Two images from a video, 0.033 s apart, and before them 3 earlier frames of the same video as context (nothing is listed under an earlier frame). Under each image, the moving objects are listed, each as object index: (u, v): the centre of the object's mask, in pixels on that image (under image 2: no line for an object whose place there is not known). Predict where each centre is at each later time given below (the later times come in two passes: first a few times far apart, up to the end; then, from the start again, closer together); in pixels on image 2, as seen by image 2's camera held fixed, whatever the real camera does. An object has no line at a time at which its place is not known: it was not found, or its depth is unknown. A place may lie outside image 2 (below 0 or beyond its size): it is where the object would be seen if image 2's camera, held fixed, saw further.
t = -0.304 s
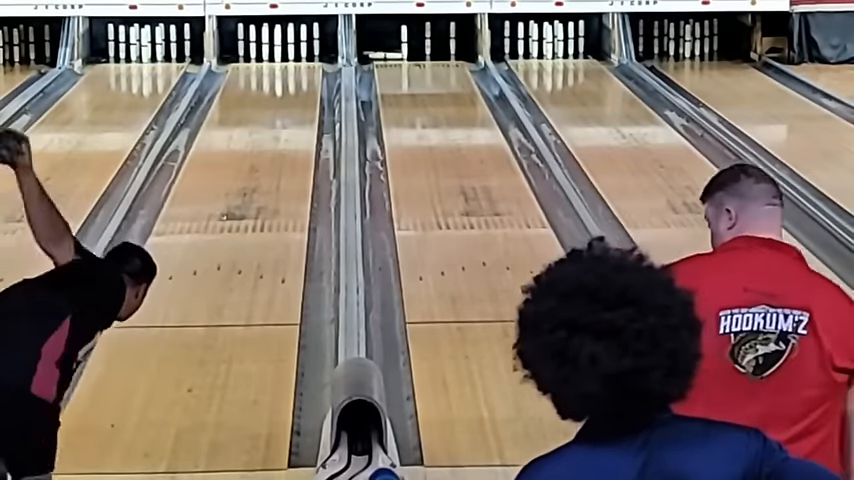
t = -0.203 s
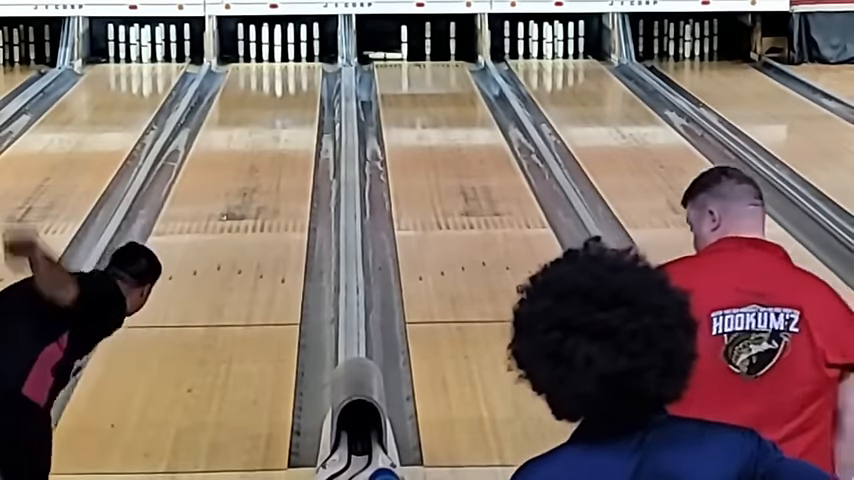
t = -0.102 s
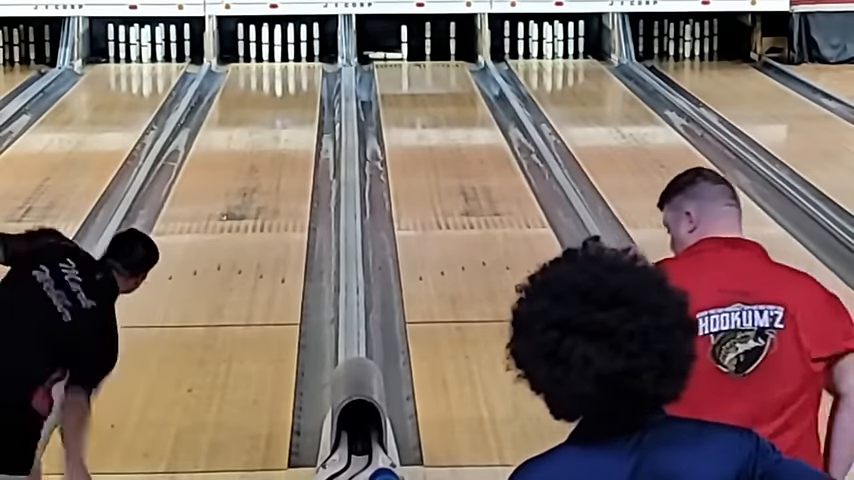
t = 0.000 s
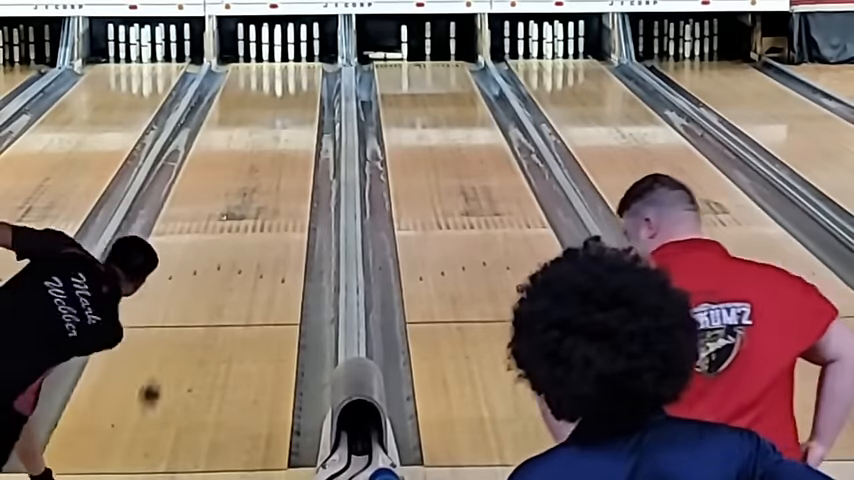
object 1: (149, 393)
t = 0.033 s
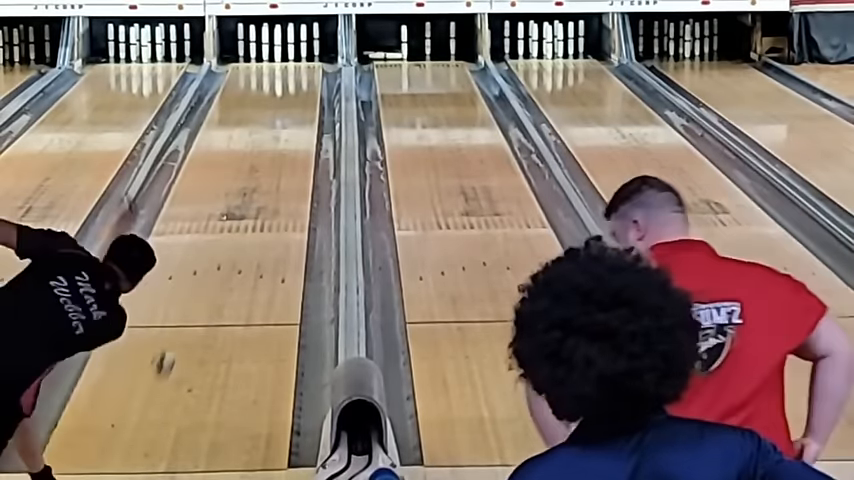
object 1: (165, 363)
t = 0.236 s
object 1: (213, 242)
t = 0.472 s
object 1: (247, 153)
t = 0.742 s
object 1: (273, 92)
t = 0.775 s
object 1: (273, 84)
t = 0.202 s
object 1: (207, 260)
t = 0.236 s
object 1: (213, 242)
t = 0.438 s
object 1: (244, 162)
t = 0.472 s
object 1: (247, 153)
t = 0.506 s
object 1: (251, 142)
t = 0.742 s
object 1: (273, 92)
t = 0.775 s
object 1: (273, 84)
